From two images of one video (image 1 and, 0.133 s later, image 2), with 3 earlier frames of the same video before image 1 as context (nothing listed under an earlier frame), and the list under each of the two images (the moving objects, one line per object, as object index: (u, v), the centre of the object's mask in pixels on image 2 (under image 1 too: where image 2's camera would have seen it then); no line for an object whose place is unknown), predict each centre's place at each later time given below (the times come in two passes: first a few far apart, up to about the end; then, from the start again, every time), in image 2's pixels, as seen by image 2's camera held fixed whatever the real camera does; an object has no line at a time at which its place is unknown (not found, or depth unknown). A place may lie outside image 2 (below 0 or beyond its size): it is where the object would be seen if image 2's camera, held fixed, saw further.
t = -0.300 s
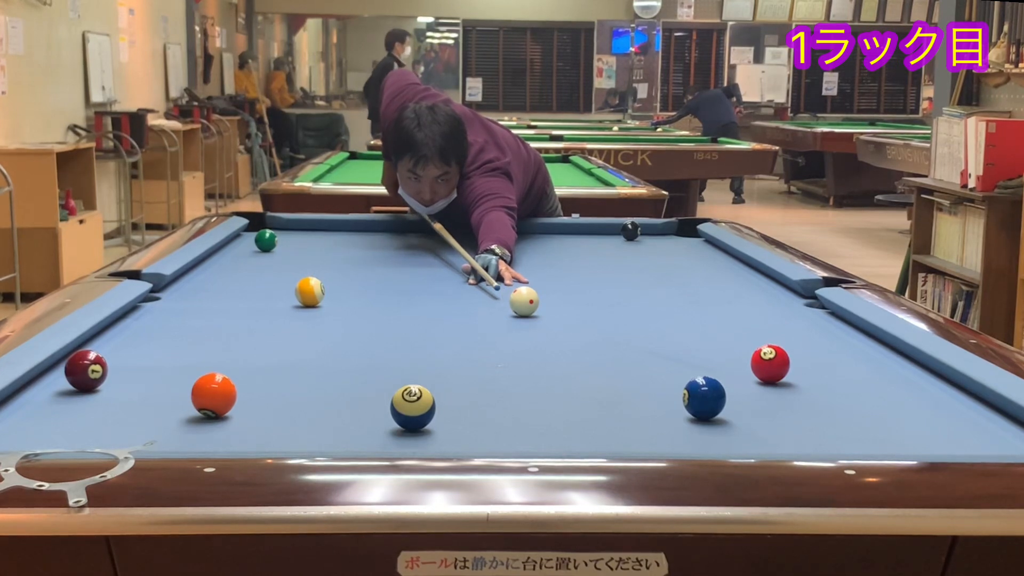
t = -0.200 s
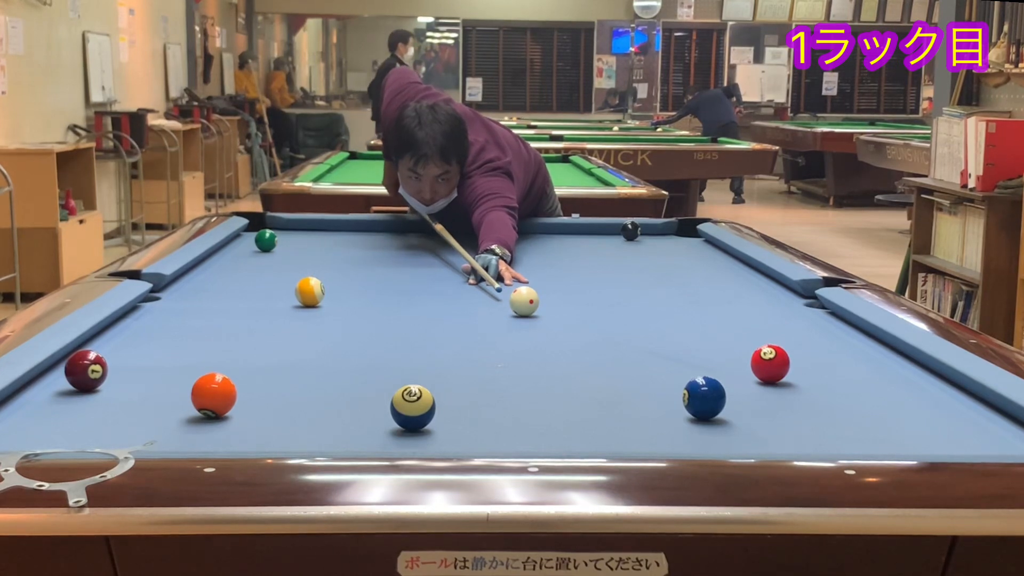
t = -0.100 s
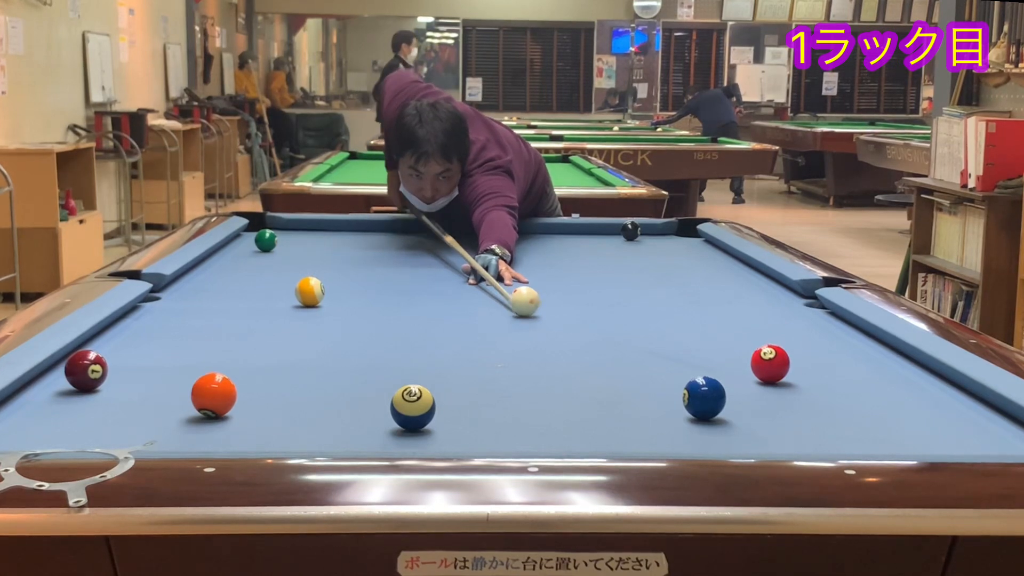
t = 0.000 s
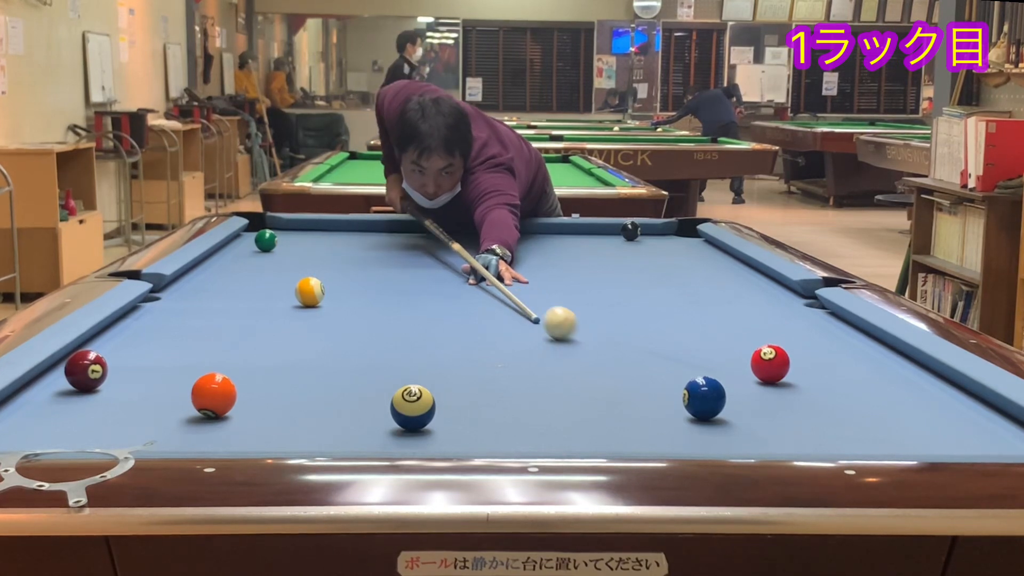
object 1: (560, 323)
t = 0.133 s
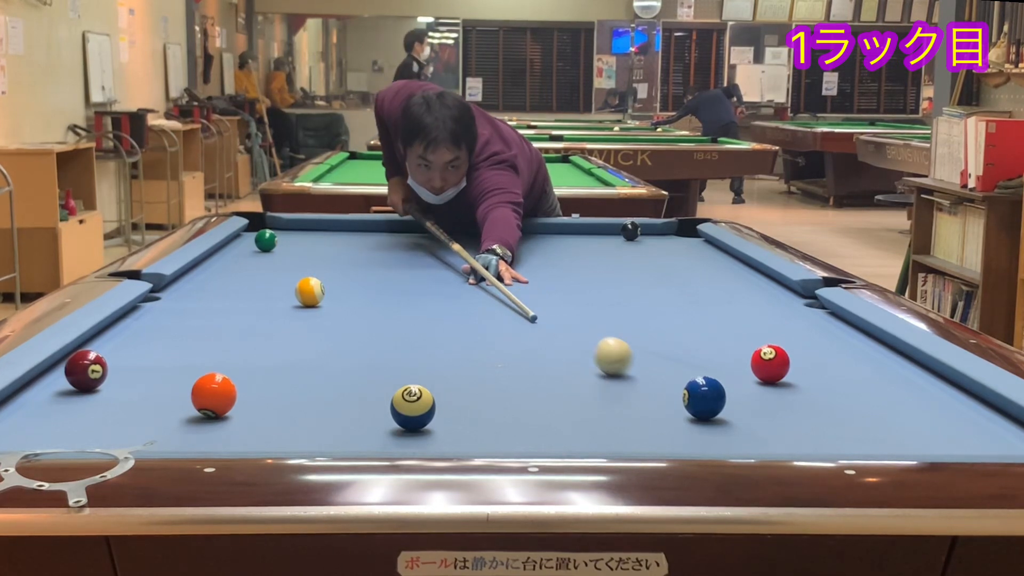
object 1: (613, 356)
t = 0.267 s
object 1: (664, 392)
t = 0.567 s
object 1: (555, 420)
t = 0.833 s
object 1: (451, 437)
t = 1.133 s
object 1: (317, 434)
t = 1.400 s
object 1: (208, 426)
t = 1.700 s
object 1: (98, 412)
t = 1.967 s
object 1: (21, 400)
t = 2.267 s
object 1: (93, 387)
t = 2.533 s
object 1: (148, 378)
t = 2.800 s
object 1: (195, 367)
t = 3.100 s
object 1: (243, 362)
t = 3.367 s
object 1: (279, 356)
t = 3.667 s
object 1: (313, 350)
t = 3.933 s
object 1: (339, 346)
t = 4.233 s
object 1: (364, 343)
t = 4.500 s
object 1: (383, 340)
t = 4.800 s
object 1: (400, 338)
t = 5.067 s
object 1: (411, 336)
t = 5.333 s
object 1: (420, 335)
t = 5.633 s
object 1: (426, 334)
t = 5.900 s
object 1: (429, 334)
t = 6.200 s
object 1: (430, 334)
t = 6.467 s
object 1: (431, 334)
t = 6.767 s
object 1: (431, 334)
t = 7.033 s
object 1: (431, 334)
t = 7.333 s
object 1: (431, 334)
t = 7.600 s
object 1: (431, 334)
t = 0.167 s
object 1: (627, 365)
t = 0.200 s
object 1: (641, 374)
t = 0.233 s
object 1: (656, 384)
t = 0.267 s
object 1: (664, 392)
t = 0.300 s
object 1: (651, 395)
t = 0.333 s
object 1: (638, 399)
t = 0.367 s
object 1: (626, 402)
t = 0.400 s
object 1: (614, 405)
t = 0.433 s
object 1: (603, 408)
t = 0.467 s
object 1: (591, 411)
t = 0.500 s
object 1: (579, 414)
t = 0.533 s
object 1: (567, 417)
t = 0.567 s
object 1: (555, 420)
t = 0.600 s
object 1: (543, 423)
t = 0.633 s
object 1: (530, 426)
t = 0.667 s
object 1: (517, 428)
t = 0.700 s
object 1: (505, 430)
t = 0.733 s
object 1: (492, 432)
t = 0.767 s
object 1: (479, 434)
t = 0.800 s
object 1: (465, 435)
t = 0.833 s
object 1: (451, 437)
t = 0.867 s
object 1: (437, 439)
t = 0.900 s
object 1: (422, 440)
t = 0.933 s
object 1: (407, 440)
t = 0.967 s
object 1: (393, 439)
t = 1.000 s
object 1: (377, 438)
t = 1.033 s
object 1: (361, 437)
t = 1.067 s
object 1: (346, 436)
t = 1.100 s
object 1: (332, 435)
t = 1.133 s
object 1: (317, 434)
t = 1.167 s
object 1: (303, 433)
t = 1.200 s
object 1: (288, 432)
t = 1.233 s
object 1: (275, 431)
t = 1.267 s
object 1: (261, 430)
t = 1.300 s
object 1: (247, 429)
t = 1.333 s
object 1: (234, 428)
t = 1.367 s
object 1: (221, 427)
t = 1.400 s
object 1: (208, 426)
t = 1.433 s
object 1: (195, 424)
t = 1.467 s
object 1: (183, 423)
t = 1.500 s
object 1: (169, 421)
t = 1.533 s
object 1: (157, 419)
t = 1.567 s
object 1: (145, 418)
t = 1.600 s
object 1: (133, 416)
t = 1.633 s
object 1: (121, 415)
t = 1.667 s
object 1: (109, 413)
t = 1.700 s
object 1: (98, 412)
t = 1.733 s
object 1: (87, 410)
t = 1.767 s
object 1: (75, 408)
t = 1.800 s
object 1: (64, 407)
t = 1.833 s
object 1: (53, 406)
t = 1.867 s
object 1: (42, 404)
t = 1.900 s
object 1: (32, 403)
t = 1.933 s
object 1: (22, 401)
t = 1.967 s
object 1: (21, 400)
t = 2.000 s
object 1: (29, 399)
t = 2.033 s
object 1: (37, 397)
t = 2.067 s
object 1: (45, 396)
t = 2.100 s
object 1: (54, 394)
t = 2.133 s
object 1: (62, 393)
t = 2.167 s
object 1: (70, 391)
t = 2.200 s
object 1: (78, 390)
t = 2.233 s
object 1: (85, 388)
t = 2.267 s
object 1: (93, 387)
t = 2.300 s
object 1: (100, 386)
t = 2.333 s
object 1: (107, 384)
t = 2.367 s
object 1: (114, 384)
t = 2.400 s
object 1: (121, 382)
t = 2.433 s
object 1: (128, 381)
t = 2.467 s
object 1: (135, 380)
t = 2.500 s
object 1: (142, 379)
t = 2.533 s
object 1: (148, 378)
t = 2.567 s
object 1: (155, 377)
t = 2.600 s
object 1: (161, 376)
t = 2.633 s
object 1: (167, 375)
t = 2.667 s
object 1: (173, 373)
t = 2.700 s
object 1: (179, 372)
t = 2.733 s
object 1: (184, 371)
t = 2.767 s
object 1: (189, 369)
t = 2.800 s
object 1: (195, 367)
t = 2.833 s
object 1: (200, 365)
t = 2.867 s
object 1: (206, 363)
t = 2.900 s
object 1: (213, 362)
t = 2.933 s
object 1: (219, 362)
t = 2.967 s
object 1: (224, 362)
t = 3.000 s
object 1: (229, 362)
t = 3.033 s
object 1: (234, 363)
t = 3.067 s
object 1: (239, 363)
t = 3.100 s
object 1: (243, 362)
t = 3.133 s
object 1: (248, 361)
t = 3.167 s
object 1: (252, 361)
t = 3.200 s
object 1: (257, 360)
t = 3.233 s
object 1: (261, 359)
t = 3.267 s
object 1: (266, 358)
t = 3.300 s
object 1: (270, 357)
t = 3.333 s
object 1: (274, 357)
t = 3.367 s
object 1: (279, 356)
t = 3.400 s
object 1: (283, 355)
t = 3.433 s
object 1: (287, 355)
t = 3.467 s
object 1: (291, 354)
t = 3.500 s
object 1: (295, 353)
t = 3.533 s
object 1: (299, 353)
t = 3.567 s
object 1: (302, 352)
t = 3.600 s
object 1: (306, 351)
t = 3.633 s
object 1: (310, 351)
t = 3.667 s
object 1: (313, 350)
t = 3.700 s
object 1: (316, 350)
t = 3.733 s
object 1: (320, 349)
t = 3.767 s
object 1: (323, 349)
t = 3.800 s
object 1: (326, 348)
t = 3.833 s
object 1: (330, 347)
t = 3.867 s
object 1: (333, 347)
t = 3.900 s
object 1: (336, 347)
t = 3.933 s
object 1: (339, 346)
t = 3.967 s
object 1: (342, 346)
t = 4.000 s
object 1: (345, 345)
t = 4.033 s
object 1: (348, 345)
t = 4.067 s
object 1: (351, 345)
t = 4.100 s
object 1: (354, 344)
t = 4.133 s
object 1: (356, 344)
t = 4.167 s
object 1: (359, 343)
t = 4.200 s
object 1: (362, 343)
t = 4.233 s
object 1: (364, 343)
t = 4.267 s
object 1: (367, 342)
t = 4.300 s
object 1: (369, 342)
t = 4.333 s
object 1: (372, 342)
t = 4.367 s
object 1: (374, 341)
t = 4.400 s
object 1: (376, 341)
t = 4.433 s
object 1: (379, 341)
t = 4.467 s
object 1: (381, 340)
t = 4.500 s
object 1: (383, 340)
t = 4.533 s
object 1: (385, 340)
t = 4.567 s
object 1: (387, 339)
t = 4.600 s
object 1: (389, 339)
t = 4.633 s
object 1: (391, 339)
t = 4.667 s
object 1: (393, 338)
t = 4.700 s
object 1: (395, 338)
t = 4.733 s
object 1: (396, 338)
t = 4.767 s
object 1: (398, 338)
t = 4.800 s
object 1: (400, 338)
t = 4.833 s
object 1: (401, 337)
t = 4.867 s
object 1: (403, 337)
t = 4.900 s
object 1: (405, 337)
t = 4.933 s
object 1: (406, 337)
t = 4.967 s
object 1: (407, 337)
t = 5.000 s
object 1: (409, 336)
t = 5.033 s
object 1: (410, 336)
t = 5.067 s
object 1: (411, 336)
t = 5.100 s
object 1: (413, 336)
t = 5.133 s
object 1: (414, 336)
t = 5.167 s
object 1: (415, 335)
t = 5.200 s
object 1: (416, 335)
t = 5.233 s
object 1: (417, 335)
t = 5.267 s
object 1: (418, 335)
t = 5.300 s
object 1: (419, 335)
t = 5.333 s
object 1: (420, 335)
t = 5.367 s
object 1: (421, 334)
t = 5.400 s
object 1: (422, 334)
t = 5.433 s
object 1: (423, 334)
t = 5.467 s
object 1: (423, 334)
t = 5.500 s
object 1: (424, 334)
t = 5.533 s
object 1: (425, 334)
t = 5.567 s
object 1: (425, 334)
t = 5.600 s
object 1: (426, 334)
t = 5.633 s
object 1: (426, 334)
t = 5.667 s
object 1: (427, 334)
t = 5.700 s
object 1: (427, 334)
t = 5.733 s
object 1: (427, 334)
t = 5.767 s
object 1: (428, 333)
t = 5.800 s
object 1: (428, 334)
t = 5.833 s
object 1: (428, 334)
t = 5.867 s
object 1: (429, 334)
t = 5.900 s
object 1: (429, 334)
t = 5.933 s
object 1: (429, 334)
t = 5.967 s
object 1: (429, 334)
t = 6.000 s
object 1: (429, 334)
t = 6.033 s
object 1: (430, 334)
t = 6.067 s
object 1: (430, 334)
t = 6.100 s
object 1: (430, 334)
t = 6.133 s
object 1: (430, 334)
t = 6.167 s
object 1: (430, 334)
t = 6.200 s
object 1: (430, 334)
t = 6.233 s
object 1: (430, 334)
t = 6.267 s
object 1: (431, 334)
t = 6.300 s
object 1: (431, 334)
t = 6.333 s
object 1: (431, 334)
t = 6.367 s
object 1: (431, 334)
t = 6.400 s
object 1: (431, 334)
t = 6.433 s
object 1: (431, 334)
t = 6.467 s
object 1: (431, 334)
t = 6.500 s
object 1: (431, 334)
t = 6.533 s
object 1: (431, 334)
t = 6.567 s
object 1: (431, 334)
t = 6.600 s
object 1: (431, 334)
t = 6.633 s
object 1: (431, 334)
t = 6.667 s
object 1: (431, 334)
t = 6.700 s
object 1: (431, 334)
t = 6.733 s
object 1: (431, 334)
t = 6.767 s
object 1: (431, 334)
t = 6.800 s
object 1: (431, 334)
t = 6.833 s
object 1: (431, 334)
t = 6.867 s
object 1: (431, 334)
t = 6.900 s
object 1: (431, 334)
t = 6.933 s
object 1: (431, 334)
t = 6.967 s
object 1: (431, 334)
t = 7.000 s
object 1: (431, 334)
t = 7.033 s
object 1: (431, 334)
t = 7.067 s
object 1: (431, 334)
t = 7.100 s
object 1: (431, 334)
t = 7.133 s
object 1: (431, 334)
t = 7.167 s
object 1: (431, 334)
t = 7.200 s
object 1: (431, 334)
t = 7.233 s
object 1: (431, 334)
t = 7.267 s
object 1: (431, 334)
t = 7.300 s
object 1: (431, 334)
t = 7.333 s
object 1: (431, 334)
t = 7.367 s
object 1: (431, 334)
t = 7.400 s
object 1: (431, 334)
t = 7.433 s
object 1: (431, 334)
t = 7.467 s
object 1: (431, 334)
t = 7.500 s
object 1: (431, 334)
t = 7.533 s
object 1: (431, 334)
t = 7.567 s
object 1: (431, 334)
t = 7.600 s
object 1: (431, 334)
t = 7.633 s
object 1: (431, 334)
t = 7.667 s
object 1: (431, 334)
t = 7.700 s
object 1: (431, 334)
